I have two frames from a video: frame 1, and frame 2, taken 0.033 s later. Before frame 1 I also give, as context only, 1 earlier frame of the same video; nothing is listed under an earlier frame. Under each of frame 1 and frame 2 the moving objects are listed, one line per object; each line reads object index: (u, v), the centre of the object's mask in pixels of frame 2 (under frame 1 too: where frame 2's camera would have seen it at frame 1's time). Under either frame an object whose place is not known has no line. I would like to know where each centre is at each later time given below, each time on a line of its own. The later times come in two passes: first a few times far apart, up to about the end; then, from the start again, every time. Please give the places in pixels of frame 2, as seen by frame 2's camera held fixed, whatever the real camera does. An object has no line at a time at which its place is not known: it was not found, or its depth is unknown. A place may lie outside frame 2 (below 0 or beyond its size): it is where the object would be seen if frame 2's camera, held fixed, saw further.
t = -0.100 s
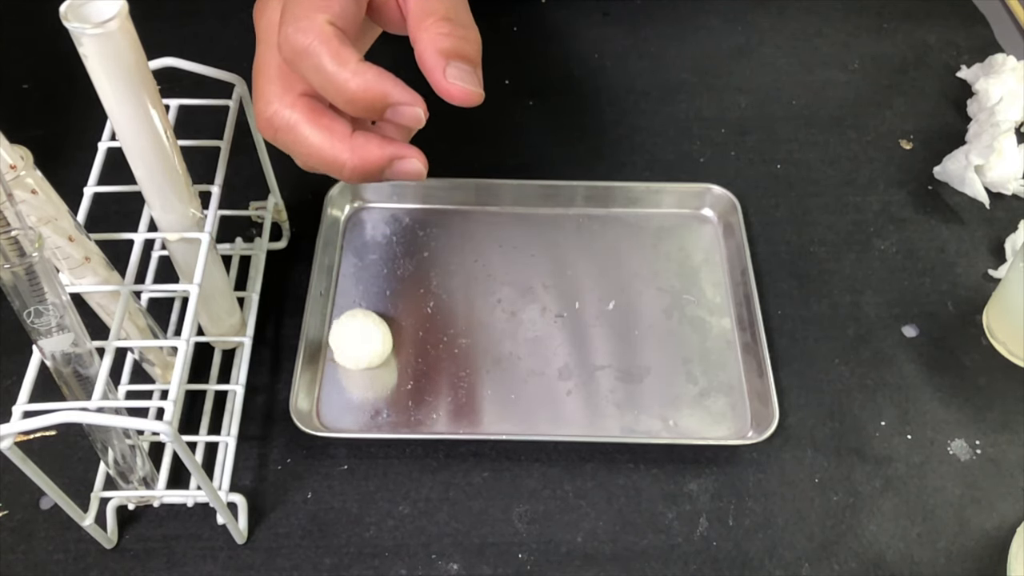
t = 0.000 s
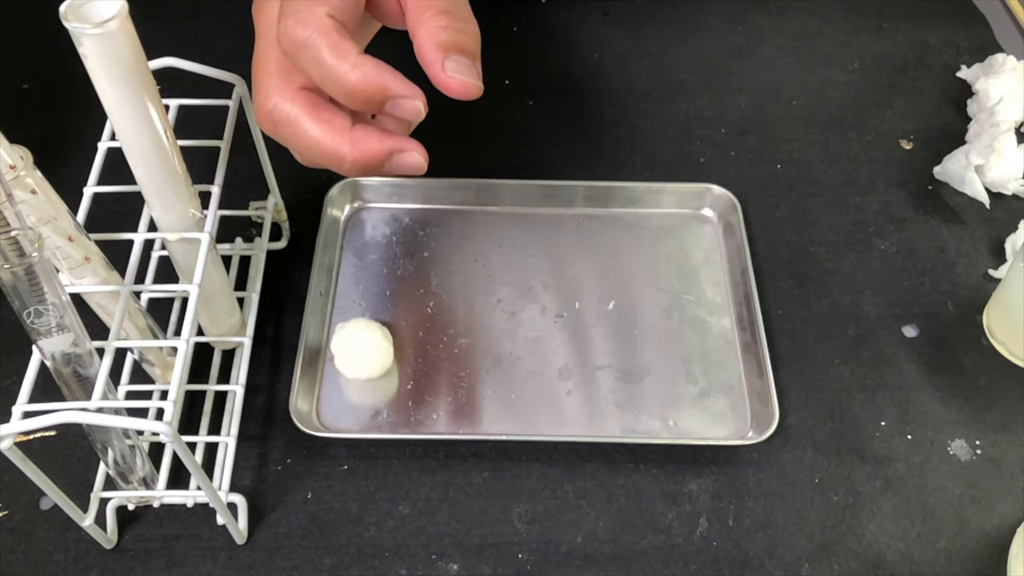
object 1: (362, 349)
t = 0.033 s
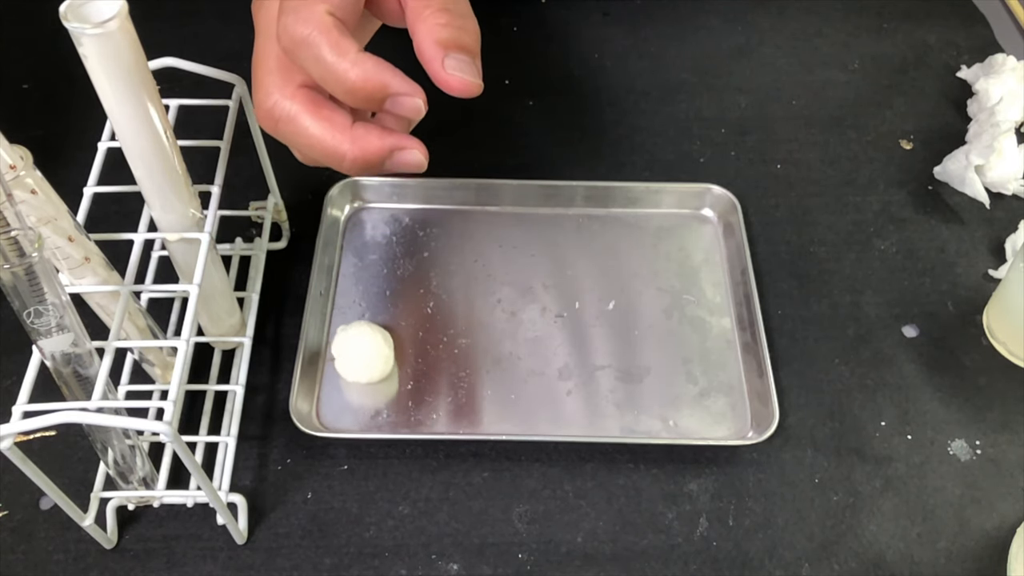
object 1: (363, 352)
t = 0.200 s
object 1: (369, 361)
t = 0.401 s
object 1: (377, 369)
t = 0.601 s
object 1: (384, 378)
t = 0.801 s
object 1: (391, 387)
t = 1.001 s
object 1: (398, 399)
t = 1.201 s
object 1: (410, 397)
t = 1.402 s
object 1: (421, 391)
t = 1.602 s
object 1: (432, 388)
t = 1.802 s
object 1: (443, 383)
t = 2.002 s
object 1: (453, 380)
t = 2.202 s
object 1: (463, 378)
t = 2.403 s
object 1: (472, 378)
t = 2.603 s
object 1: (480, 379)
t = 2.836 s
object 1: (489, 382)
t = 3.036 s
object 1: (495, 387)
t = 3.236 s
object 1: (500, 391)
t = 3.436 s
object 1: (505, 395)
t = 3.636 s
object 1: (509, 397)
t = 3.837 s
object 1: (513, 397)
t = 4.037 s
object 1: (519, 396)
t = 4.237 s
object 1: (526, 394)
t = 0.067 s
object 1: (364, 355)
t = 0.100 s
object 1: (365, 357)
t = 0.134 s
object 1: (366, 358)
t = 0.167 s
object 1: (367, 359)
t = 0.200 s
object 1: (369, 361)
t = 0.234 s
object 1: (370, 362)
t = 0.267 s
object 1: (372, 364)
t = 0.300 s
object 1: (373, 365)
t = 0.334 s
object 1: (375, 367)
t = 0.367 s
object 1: (376, 369)
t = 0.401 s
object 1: (377, 369)
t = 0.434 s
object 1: (378, 370)
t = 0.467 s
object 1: (379, 371)
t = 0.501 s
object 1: (380, 373)
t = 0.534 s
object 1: (382, 374)
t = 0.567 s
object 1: (383, 376)
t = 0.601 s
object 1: (384, 378)
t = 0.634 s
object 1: (385, 380)
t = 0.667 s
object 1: (386, 381)
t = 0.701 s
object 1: (387, 382)
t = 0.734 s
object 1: (389, 384)
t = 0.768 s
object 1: (390, 385)
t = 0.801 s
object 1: (391, 387)
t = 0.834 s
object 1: (392, 389)
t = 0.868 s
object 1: (393, 391)
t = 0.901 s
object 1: (395, 393)
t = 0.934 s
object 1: (396, 395)
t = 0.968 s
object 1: (397, 397)
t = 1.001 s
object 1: (398, 399)
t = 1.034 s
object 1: (401, 403)
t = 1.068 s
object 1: (402, 402)
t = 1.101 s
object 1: (404, 401)
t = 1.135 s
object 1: (406, 399)
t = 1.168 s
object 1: (408, 398)
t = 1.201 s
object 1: (410, 397)
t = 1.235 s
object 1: (412, 397)
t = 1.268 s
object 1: (413, 397)
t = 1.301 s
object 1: (415, 395)
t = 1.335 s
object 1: (417, 394)
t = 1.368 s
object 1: (419, 392)
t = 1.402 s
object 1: (421, 391)
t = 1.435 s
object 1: (423, 391)
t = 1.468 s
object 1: (425, 390)
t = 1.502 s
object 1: (427, 390)
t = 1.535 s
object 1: (428, 390)
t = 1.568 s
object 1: (430, 389)
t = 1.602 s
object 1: (432, 388)
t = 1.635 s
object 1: (434, 387)
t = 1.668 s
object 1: (436, 386)
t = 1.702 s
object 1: (438, 385)
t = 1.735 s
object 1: (439, 385)
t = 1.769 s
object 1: (441, 384)
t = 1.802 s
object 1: (443, 383)
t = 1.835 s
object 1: (445, 383)
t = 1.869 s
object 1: (446, 382)
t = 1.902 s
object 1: (448, 381)
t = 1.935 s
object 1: (450, 381)
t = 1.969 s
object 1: (451, 380)
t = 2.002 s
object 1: (453, 380)
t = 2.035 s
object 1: (455, 380)
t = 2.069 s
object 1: (456, 379)
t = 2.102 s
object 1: (458, 379)
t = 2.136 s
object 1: (460, 379)
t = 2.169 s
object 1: (461, 378)
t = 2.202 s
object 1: (463, 378)
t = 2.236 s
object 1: (464, 378)
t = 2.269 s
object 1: (466, 378)
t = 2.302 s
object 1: (467, 378)
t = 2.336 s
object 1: (469, 378)
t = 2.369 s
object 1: (470, 378)
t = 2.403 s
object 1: (472, 378)
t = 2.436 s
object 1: (473, 378)
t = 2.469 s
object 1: (475, 378)
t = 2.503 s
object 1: (476, 378)
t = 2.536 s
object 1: (478, 378)
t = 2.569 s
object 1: (479, 379)
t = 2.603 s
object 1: (480, 379)
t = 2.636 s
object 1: (482, 379)
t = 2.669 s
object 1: (483, 379)
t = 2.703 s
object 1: (484, 380)
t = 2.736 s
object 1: (485, 380)
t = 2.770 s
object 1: (487, 380)
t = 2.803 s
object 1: (488, 381)
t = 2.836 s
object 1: (489, 382)
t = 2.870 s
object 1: (490, 382)
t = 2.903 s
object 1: (491, 383)
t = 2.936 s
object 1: (492, 384)
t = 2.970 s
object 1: (493, 385)
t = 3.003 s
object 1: (494, 386)
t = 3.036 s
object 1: (495, 387)
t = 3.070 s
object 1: (496, 387)
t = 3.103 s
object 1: (497, 388)
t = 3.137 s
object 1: (497, 388)
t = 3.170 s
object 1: (498, 389)
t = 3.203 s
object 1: (499, 390)
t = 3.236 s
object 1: (500, 391)
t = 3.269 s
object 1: (501, 392)
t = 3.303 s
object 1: (501, 392)
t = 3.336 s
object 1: (502, 393)
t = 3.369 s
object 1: (503, 394)
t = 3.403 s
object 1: (504, 395)
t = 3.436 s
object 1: (505, 395)
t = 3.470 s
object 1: (505, 395)
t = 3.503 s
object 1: (506, 396)
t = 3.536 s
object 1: (507, 396)
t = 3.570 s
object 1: (508, 396)
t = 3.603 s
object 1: (508, 397)
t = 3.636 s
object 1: (509, 397)
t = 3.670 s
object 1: (510, 397)
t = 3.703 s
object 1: (510, 397)
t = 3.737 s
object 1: (511, 397)
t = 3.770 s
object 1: (512, 397)
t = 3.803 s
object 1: (513, 397)
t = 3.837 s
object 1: (513, 397)
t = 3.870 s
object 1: (514, 397)
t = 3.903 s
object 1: (515, 397)
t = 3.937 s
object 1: (516, 397)
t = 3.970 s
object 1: (517, 397)
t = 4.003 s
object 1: (518, 396)
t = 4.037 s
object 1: (519, 396)
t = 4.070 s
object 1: (520, 396)
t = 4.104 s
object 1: (521, 396)
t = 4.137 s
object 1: (522, 395)
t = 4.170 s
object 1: (523, 395)
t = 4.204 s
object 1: (525, 395)
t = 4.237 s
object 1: (526, 394)
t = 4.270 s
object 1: (527, 394)
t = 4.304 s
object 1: (529, 394)
